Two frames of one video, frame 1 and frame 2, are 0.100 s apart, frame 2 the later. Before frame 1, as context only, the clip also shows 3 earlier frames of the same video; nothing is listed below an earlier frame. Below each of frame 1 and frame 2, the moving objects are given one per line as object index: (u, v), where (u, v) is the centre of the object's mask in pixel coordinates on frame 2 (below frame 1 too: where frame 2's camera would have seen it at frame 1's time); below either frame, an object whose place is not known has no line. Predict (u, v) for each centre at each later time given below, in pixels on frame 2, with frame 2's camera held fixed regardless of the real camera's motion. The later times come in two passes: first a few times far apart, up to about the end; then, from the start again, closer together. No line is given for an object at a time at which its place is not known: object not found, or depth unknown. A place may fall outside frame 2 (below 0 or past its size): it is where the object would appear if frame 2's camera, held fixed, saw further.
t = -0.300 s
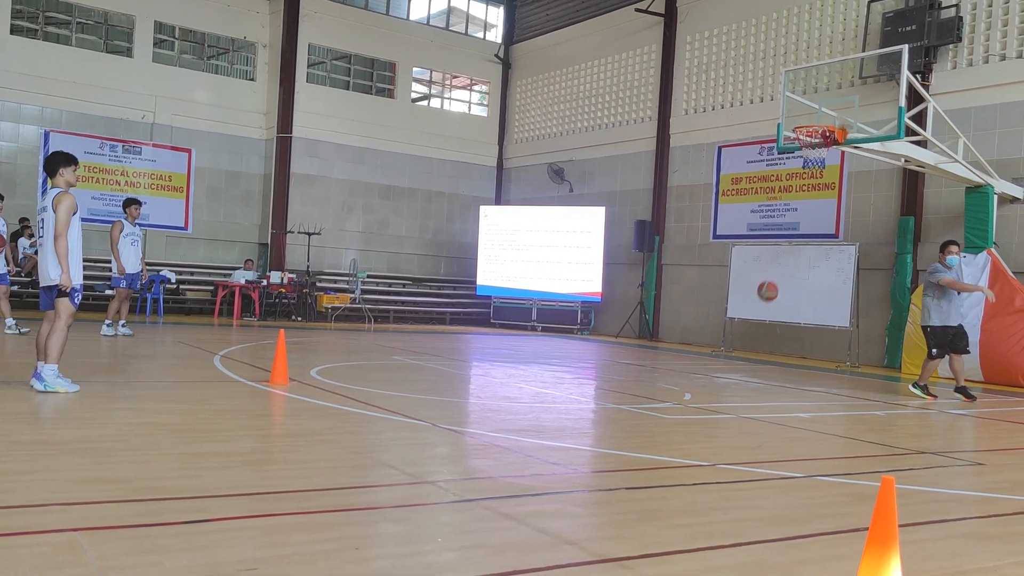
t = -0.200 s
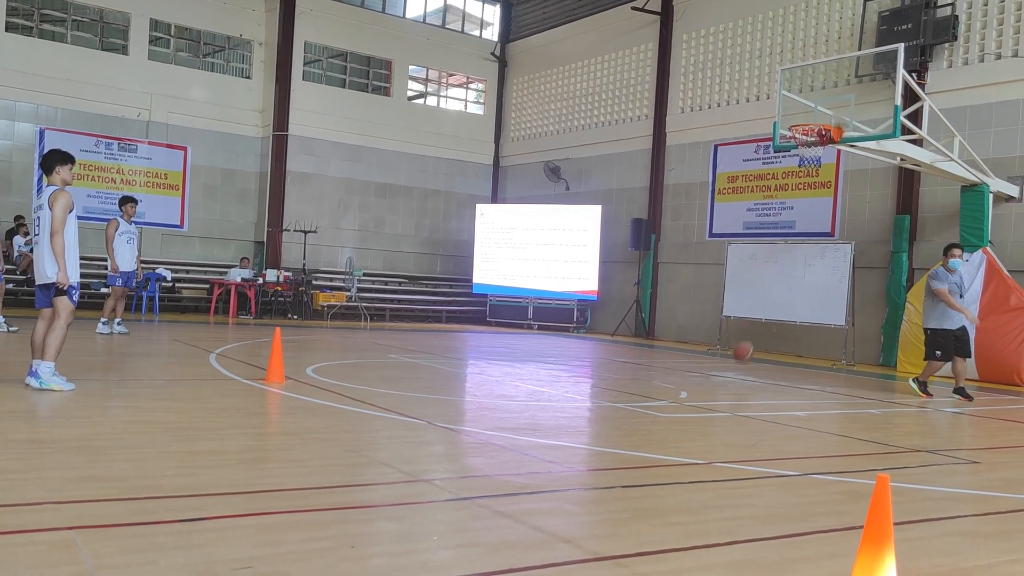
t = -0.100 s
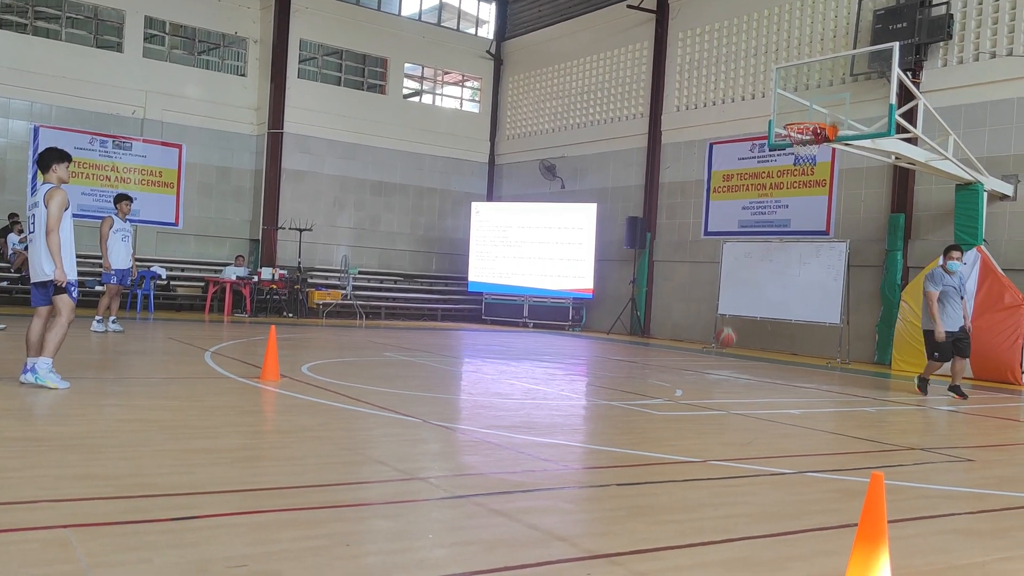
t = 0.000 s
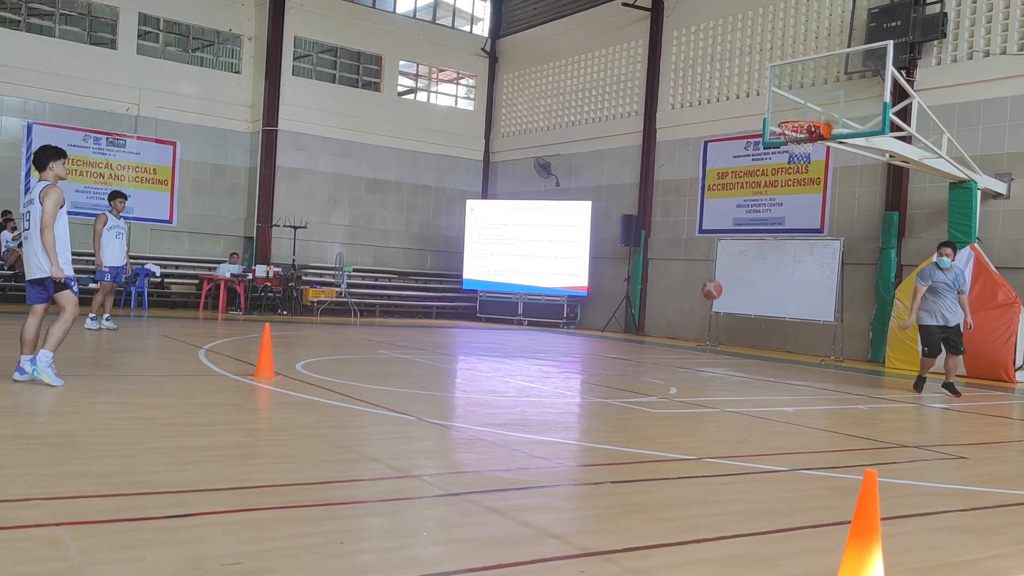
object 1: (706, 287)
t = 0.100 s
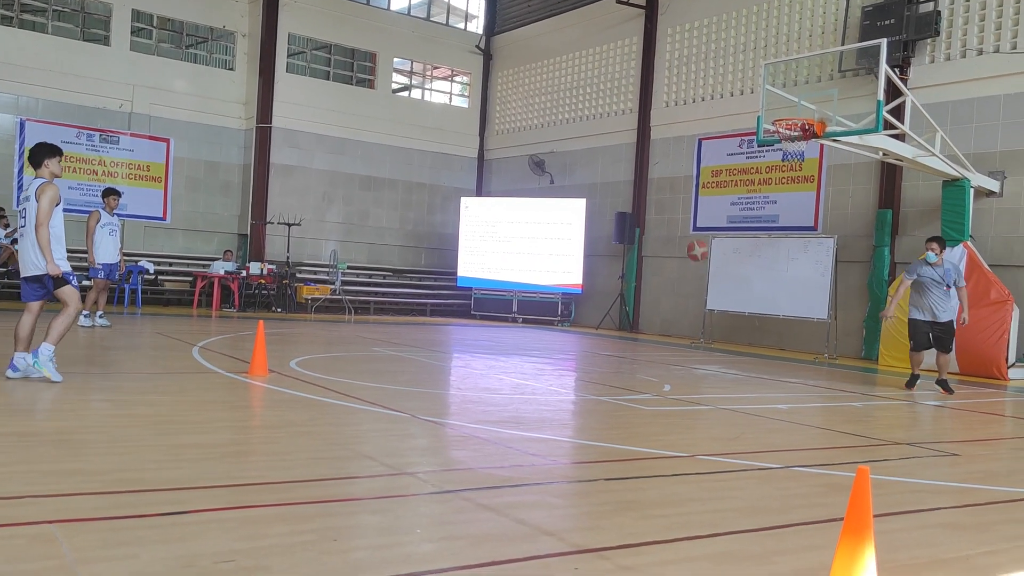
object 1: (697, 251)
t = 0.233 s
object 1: (683, 214)
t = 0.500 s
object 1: (651, 187)
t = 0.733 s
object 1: (621, 213)
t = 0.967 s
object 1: (589, 289)
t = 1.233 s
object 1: (559, 307)
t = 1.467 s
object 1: (537, 246)
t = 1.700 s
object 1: (511, 234)
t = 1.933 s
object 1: (481, 272)
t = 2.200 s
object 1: (444, 331)
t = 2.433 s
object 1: (431, 273)
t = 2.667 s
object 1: (411, 264)
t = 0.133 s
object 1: (694, 240)
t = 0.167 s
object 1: (690, 231)
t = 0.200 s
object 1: (687, 222)
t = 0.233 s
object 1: (683, 214)
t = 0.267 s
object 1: (679, 208)
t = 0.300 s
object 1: (676, 201)
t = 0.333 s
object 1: (671, 196)
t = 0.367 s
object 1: (667, 193)
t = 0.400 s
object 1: (664, 190)
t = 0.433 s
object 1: (659, 188)
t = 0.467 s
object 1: (656, 187)
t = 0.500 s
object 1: (651, 187)
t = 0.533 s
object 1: (646, 188)
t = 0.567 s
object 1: (642, 189)
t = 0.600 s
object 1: (638, 192)
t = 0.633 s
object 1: (634, 196)
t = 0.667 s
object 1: (630, 201)
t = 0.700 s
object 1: (624, 207)
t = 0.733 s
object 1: (621, 213)
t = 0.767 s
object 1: (616, 221)
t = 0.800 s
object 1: (612, 230)
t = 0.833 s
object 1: (607, 239)
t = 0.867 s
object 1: (602, 250)
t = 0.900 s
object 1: (598, 262)
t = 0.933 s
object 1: (593, 275)
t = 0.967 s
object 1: (589, 289)
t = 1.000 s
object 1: (583, 304)
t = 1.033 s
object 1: (579, 319)
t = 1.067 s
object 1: (575, 336)
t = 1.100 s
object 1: (570, 355)
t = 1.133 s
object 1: (567, 348)
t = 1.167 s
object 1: (564, 333)
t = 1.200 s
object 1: (561, 319)
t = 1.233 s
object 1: (559, 307)
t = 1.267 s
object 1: (555, 296)
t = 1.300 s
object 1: (552, 285)
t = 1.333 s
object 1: (549, 275)
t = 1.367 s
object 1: (546, 266)
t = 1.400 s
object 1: (543, 258)
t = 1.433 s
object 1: (540, 252)
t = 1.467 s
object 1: (537, 246)
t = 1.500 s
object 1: (534, 241)
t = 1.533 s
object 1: (530, 237)
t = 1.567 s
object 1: (527, 235)
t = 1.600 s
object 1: (523, 233)
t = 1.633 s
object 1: (519, 232)
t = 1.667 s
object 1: (515, 232)
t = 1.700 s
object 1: (511, 234)
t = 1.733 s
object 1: (507, 236)
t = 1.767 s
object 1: (503, 240)
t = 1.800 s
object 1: (499, 244)
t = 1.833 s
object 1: (495, 249)
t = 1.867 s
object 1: (491, 256)
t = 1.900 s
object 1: (486, 263)
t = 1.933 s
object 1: (481, 272)
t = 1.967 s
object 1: (477, 282)
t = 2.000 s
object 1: (473, 292)
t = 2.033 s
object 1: (468, 303)
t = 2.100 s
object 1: (454, 330)
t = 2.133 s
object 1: (448, 346)
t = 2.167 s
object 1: (446, 343)
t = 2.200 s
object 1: (444, 331)
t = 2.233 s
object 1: (443, 319)
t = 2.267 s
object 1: (441, 309)
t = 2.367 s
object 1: (436, 284)
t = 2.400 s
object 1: (434, 277)
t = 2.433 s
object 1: (431, 273)
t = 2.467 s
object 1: (428, 268)
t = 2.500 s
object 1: (426, 265)
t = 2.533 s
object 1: (422, 263)
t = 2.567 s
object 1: (420, 262)
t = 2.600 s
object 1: (417, 262)
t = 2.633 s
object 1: (414, 263)
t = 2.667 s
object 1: (411, 264)
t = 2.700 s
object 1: (408, 266)
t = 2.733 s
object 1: (404, 271)
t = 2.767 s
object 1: (401, 275)
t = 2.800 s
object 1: (398, 281)
